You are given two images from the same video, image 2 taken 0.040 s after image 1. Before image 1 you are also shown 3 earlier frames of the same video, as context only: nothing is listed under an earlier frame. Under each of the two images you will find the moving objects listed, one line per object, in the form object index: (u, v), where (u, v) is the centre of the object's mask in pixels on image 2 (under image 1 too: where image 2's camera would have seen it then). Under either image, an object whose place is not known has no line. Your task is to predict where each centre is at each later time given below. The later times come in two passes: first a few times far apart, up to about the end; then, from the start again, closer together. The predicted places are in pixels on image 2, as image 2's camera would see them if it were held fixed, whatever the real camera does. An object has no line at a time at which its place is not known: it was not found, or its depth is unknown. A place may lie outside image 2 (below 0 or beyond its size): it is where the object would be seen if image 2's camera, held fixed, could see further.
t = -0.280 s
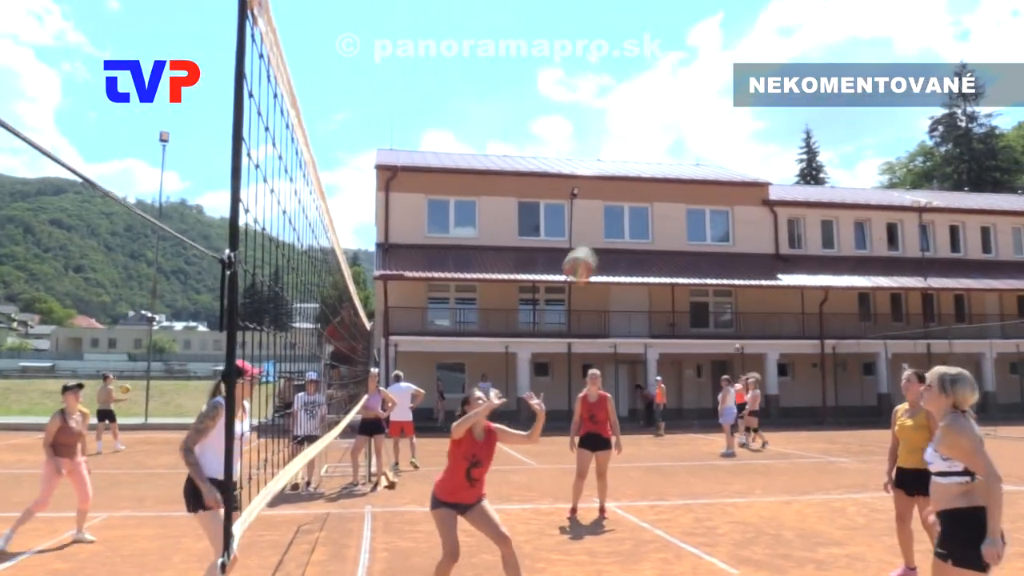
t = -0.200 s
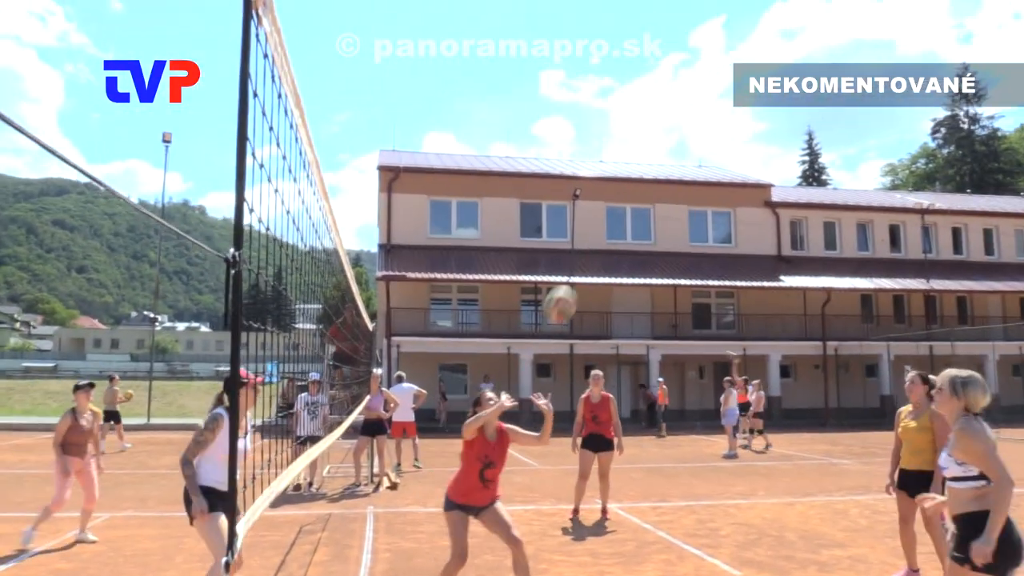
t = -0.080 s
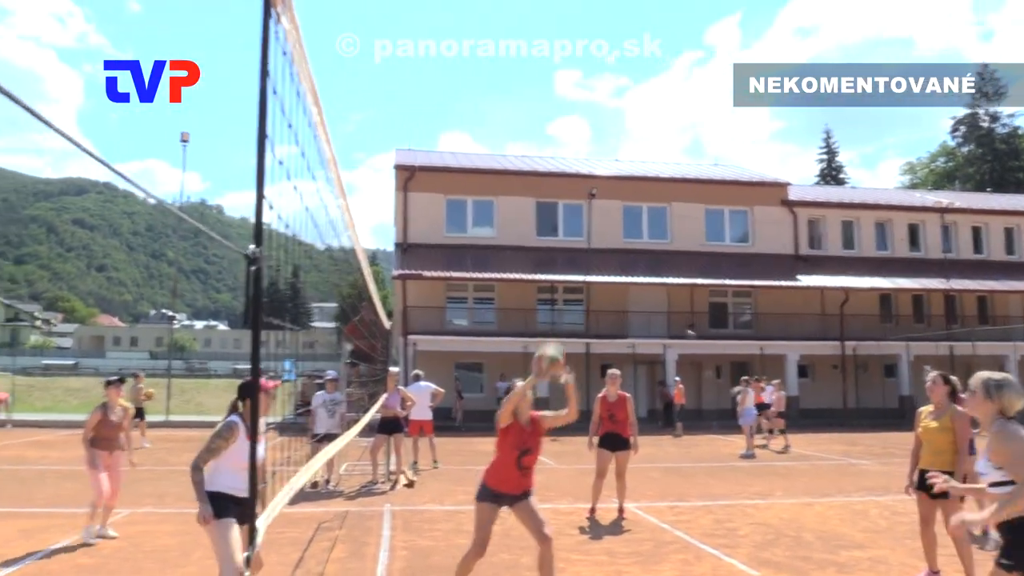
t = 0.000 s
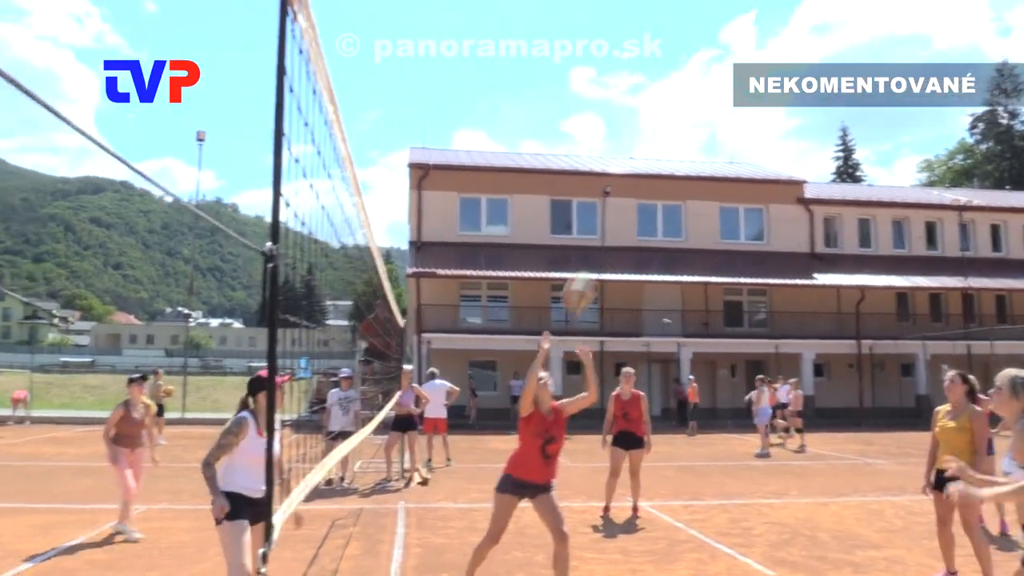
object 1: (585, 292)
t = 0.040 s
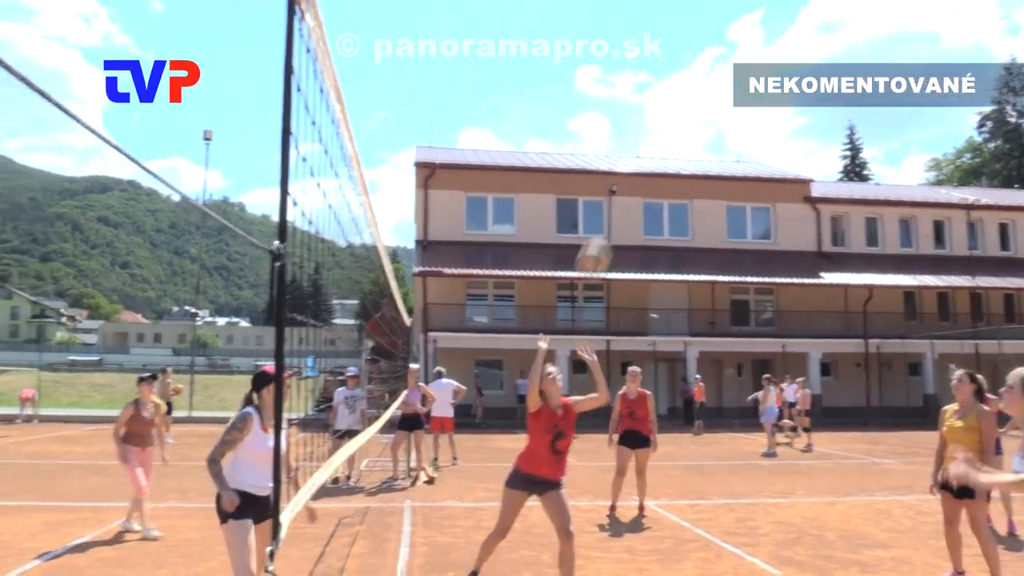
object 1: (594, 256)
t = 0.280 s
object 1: (650, 99)
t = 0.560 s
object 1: (731, 8)
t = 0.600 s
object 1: (744, 4)
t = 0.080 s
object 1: (603, 226)
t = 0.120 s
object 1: (612, 196)
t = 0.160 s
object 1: (620, 172)
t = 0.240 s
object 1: (640, 121)
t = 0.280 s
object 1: (650, 99)
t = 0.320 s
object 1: (660, 79)
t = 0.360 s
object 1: (671, 60)
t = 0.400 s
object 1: (682, 44)
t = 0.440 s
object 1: (694, 30)
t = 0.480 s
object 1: (706, 19)
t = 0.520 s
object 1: (718, 12)
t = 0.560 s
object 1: (731, 8)
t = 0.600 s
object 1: (744, 4)
